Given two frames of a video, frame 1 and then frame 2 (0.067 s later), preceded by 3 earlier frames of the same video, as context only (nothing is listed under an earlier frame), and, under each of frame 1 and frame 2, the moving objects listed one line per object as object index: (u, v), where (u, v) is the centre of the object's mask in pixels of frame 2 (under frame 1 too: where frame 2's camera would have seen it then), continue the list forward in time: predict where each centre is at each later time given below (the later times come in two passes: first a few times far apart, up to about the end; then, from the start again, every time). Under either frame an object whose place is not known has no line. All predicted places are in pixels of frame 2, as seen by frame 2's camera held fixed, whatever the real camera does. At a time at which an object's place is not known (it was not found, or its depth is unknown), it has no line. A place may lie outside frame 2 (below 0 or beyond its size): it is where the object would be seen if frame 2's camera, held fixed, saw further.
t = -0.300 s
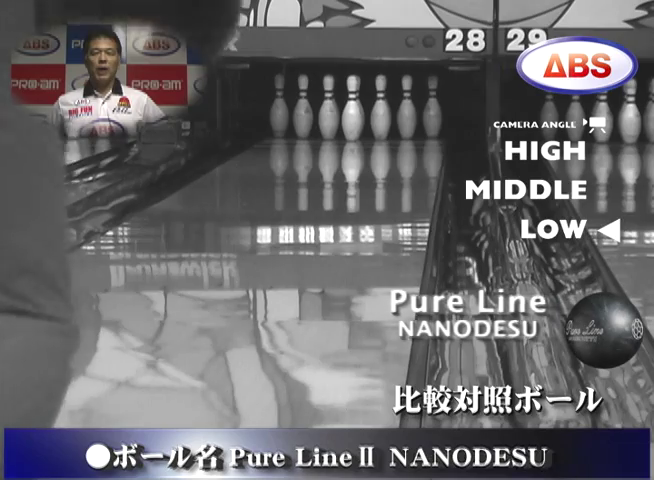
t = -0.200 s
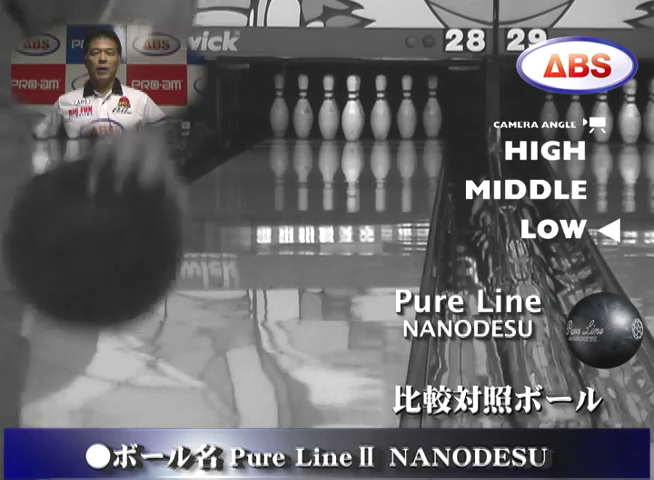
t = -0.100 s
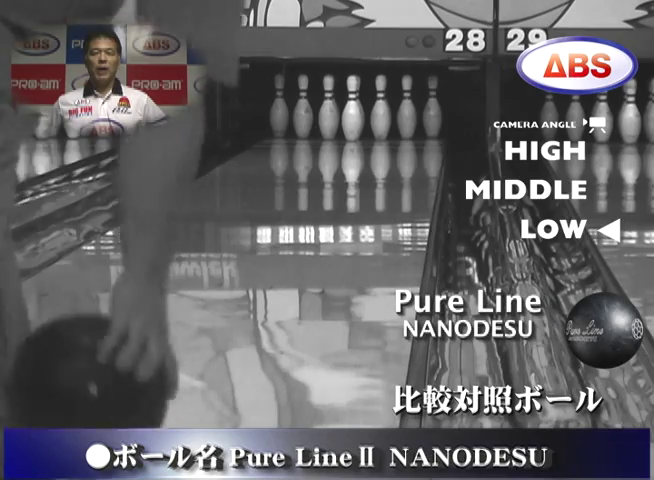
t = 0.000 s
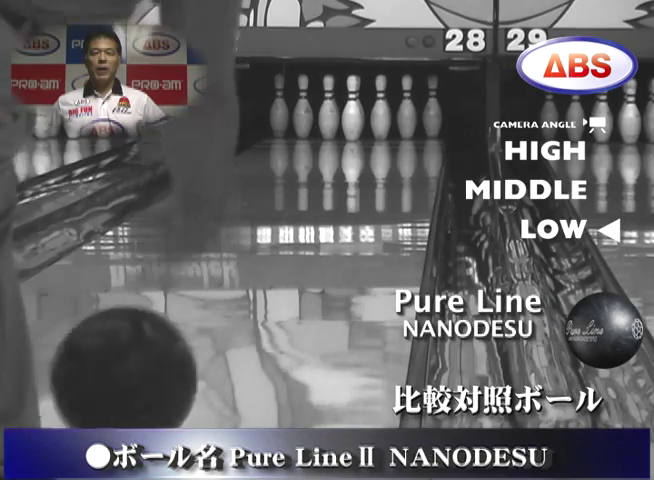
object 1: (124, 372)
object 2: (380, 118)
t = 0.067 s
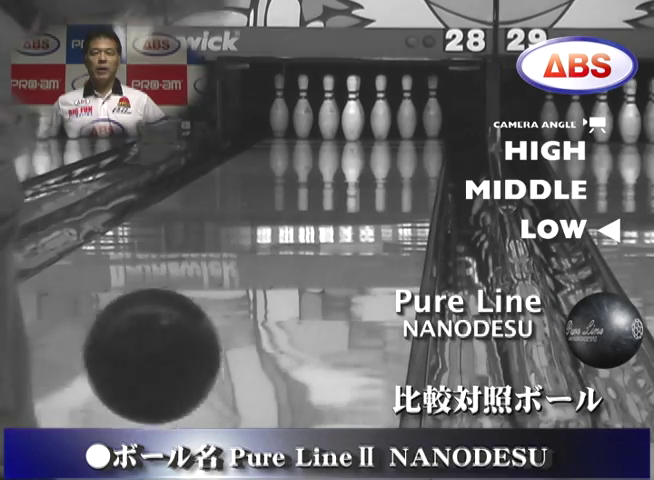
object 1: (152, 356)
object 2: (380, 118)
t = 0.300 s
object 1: (224, 321)
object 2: (380, 118)
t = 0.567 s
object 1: (277, 269)
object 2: (380, 118)
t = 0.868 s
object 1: (316, 230)
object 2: (380, 118)
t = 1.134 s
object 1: (340, 203)
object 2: (380, 118)
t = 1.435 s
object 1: (359, 180)
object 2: (380, 118)
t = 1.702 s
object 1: (369, 167)
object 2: (380, 118)
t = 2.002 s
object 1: (378, 151)
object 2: (380, 114)
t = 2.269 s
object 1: (380, 141)
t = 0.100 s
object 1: (164, 355)
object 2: (380, 118)
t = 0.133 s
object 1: (176, 361)
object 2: (380, 118)
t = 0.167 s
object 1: (187, 357)
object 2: (380, 118)
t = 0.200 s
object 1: (197, 348)
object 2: (380, 118)
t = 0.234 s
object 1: (206, 339)
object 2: (380, 118)
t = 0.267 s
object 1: (216, 330)
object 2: (380, 118)
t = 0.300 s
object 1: (224, 321)
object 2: (380, 118)
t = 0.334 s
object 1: (232, 314)
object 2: (380, 118)
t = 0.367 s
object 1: (240, 306)
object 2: (380, 118)
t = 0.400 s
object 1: (247, 299)
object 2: (380, 118)
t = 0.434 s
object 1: (253, 292)
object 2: (380, 118)
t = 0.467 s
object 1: (260, 286)
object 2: (380, 118)
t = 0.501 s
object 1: (266, 280)
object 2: (380, 118)
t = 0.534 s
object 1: (272, 274)
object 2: (380, 118)
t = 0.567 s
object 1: (277, 269)
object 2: (380, 118)
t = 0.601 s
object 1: (283, 264)
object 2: (380, 118)
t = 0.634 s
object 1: (287, 259)
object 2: (380, 118)
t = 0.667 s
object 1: (292, 254)
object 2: (380, 118)
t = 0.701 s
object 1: (296, 250)
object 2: (380, 118)
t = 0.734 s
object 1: (301, 246)
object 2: (380, 118)
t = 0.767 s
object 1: (305, 241)
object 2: (380, 118)
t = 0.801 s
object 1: (309, 237)
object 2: (380, 118)
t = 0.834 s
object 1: (313, 234)
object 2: (380, 118)
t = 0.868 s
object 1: (316, 230)
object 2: (380, 118)
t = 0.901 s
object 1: (319, 227)
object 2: (380, 118)
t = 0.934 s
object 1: (323, 223)
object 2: (380, 118)
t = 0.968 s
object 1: (326, 219)
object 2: (380, 118)
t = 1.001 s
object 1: (329, 216)
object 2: (380, 118)
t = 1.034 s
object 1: (332, 213)
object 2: (380, 118)
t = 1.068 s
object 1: (334, 210)
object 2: (380, 118)
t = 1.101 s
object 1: (337, 206)
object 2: (380, 118)
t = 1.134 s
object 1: (340, 203)
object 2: (380, 118)
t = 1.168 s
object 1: (342, 200)
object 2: (380, 118)
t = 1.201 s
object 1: (344, 198)
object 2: (380, 118)
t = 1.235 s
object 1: (347, 195)
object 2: (380, 118)
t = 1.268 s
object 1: (349, 192)
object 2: (380, 118)
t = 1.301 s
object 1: (351, 190)
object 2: (380, 118)
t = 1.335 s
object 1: (353, 187)
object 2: (380, 118)
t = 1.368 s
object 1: (355, 185)
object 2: (380, 118)
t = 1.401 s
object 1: (357, 183)
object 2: (380, 118)
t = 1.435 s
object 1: (359, 180)
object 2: (380, 118)
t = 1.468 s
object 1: (361, 179)
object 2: (380, 118)
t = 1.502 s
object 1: (362, 177)
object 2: (380, 118)
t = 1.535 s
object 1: (363, 175)
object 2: (380, 118)
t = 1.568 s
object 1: (365, 173)
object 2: (380, 118)
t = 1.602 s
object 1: (365, 171)
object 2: (380, 118)
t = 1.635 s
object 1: (368, 169)
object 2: (380, 118)
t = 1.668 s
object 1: (368, 168)
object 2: (380, 118)
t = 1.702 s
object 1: (369, 167)
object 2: (380, 118)
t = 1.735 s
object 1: (371, 163)
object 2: (380, 117)
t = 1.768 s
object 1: (371, 162)
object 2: (380, 117)
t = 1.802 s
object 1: (372, 161)
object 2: (380, 117)
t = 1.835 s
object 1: (373, 159)
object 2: (380, 116)
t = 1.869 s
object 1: (374, 157)
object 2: (380, 115)
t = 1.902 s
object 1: (375, 155)
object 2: (380, 115)
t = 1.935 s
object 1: (376, 154)
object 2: (380, 114)
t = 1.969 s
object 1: (377, 153)
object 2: (380, 114)
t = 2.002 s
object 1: (378, 151)
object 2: (380, 114)
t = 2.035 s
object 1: (378, 149)
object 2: (380, 113)
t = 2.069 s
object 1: (379, 148)
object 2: (380, 112)
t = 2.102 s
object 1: (379, 147)
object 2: (380, 112)
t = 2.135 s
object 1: (380, 145)
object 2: (380, 112)
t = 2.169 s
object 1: (380, 144)
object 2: (380, 111)
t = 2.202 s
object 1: (380, 143)
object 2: (380, 110)
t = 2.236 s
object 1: (380, 142)
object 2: (380, 110)
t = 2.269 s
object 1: (380, 141)
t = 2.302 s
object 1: (380, 140)
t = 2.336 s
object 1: (380, 138)
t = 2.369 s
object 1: (379, 137)
